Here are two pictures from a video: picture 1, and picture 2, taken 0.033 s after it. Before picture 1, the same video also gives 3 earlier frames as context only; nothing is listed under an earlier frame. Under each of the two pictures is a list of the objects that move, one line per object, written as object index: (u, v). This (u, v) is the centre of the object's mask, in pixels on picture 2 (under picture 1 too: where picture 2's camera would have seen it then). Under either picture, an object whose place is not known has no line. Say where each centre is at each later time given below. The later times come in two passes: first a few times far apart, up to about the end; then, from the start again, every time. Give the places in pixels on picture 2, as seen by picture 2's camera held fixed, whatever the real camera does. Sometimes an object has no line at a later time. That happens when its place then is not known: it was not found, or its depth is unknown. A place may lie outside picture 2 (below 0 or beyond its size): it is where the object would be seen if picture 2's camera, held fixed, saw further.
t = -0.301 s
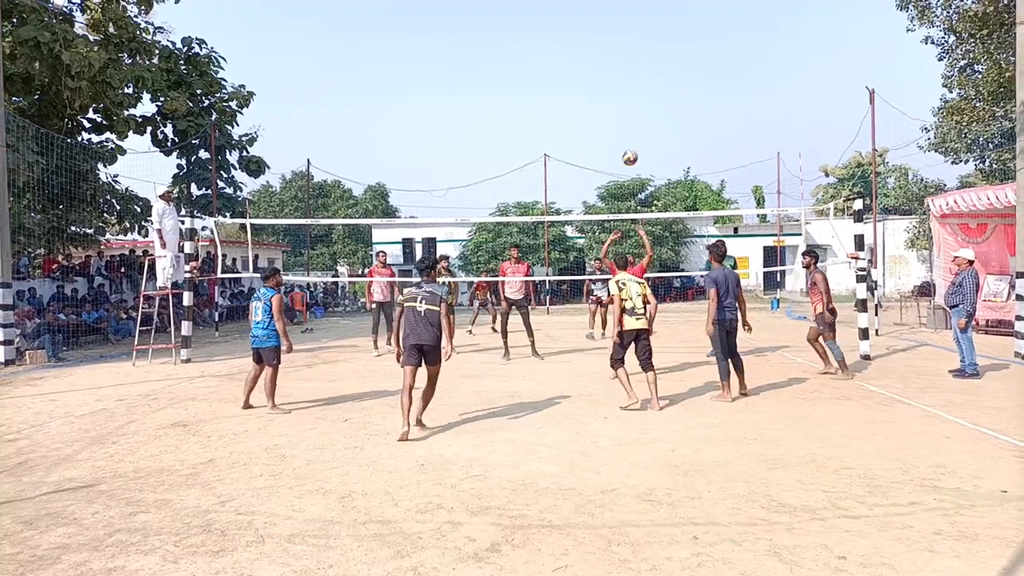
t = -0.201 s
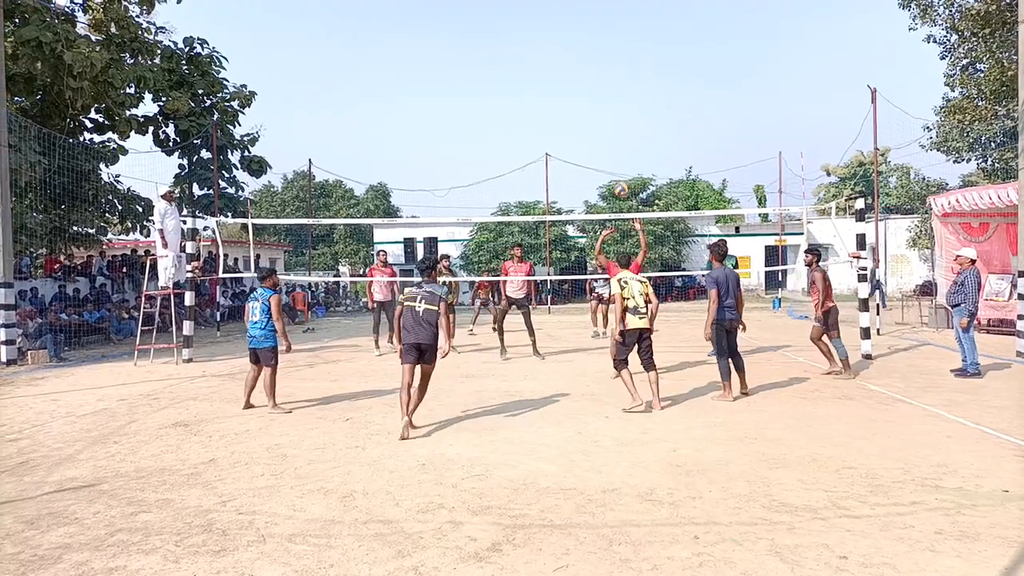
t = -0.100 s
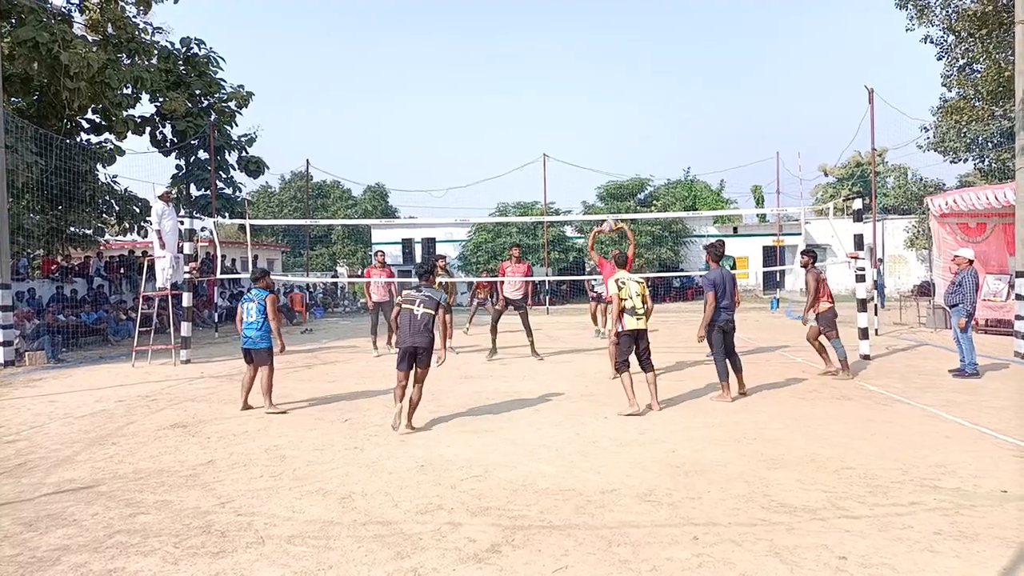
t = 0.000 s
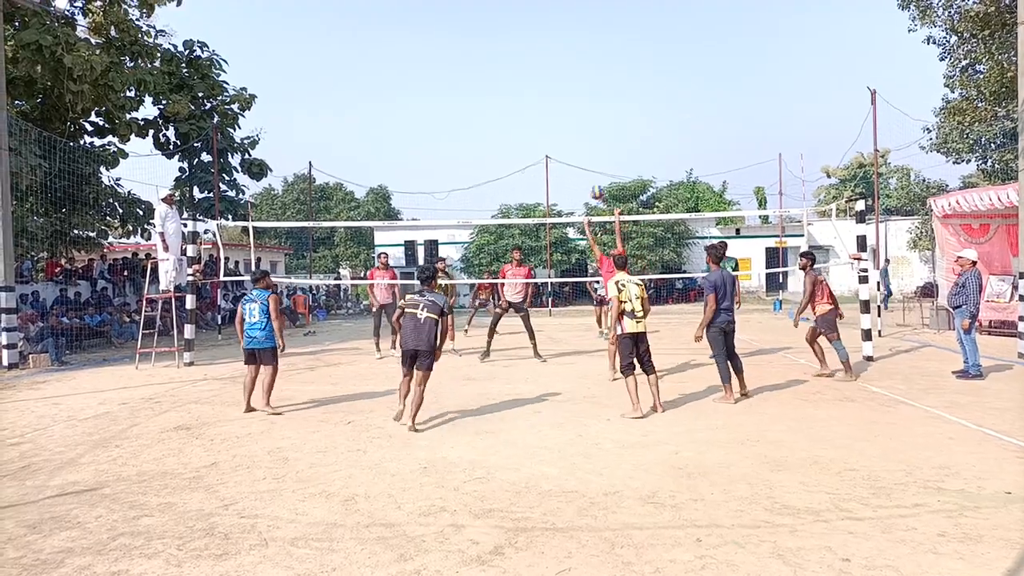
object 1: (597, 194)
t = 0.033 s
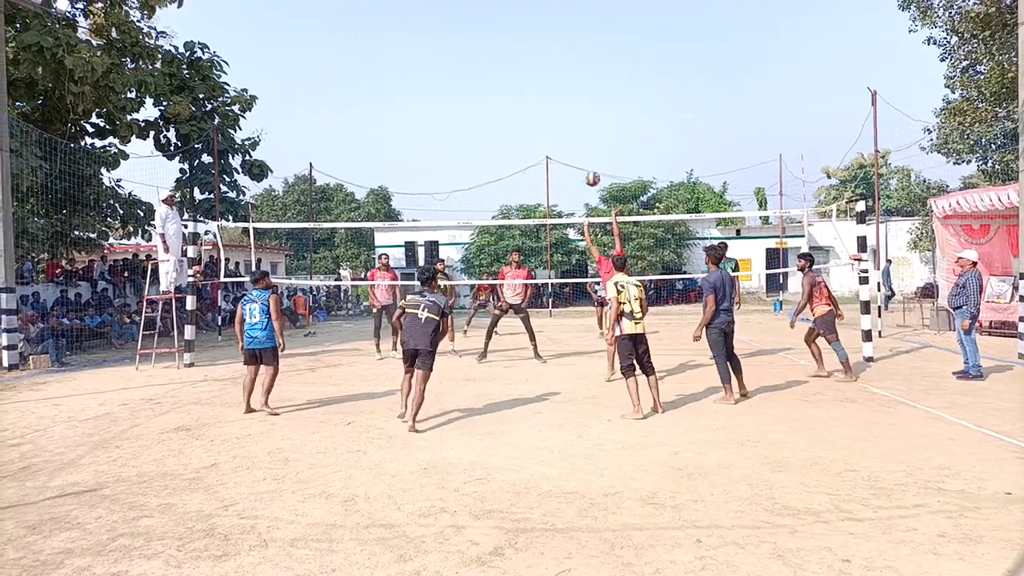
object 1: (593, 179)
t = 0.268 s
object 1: (556, 103)
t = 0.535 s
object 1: (517, 65)
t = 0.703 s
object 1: (493, 66)
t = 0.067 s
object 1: (587, 166)
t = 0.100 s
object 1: (581, 153)
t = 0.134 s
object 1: (576, 142)
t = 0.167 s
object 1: (571, 131)
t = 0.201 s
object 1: (566, 121)
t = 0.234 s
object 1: (561, 111)
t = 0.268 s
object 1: (556, 103)
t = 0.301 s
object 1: (550, 95)
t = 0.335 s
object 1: (545, 88)
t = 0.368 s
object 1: (541, 83)
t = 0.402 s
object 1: (536, 77)
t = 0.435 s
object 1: (531, 73)
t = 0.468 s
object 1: (526, 69)
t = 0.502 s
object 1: (521, 66)
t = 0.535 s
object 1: (517, 65)
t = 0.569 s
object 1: (512, 63)
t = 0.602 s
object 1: (507, 63)
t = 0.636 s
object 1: (502, 63)
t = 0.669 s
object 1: (497, 65)
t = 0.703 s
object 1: (493, 66)
